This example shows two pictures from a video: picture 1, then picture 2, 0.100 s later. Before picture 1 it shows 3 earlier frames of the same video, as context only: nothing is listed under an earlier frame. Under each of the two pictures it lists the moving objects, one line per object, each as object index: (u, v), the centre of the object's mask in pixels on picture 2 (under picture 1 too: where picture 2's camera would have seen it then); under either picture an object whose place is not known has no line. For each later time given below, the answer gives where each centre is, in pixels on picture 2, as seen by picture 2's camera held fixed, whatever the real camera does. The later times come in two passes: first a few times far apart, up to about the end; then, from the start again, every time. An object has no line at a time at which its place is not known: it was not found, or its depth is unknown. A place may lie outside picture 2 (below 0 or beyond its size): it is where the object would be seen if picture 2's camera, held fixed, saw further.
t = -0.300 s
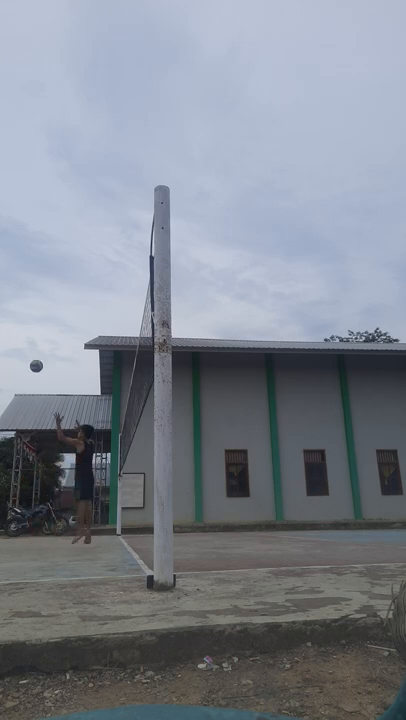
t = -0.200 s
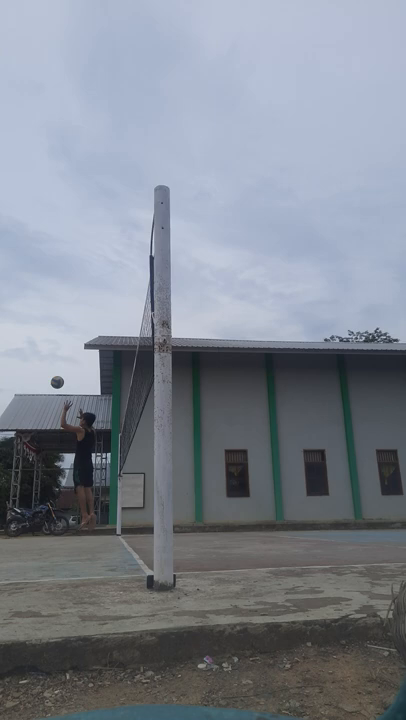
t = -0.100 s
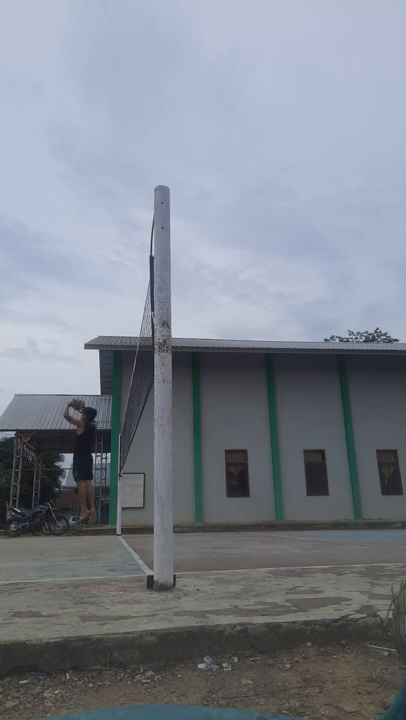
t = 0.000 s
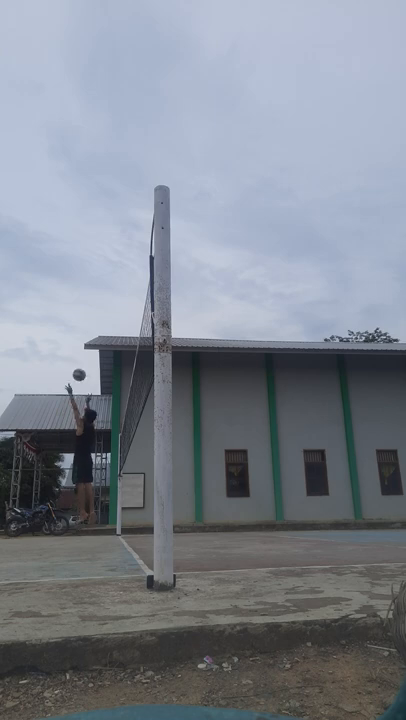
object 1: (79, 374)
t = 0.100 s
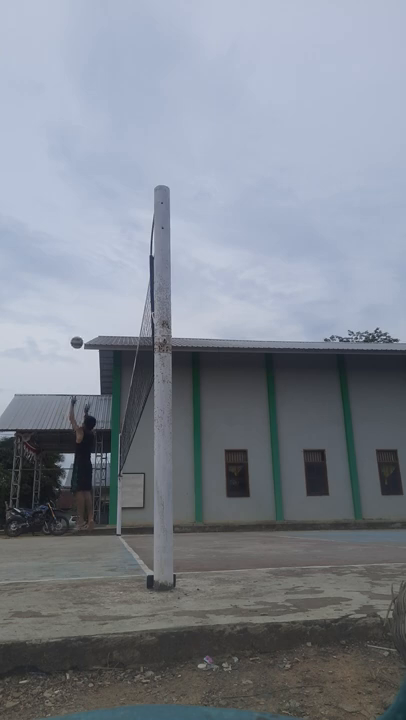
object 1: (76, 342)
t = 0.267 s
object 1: (72, 305)
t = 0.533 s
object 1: (65, 281)
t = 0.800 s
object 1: (56, 292)
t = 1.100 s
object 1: (46, 340)
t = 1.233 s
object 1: (41, 373)
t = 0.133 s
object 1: (75, 333)
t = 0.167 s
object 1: (75, 325)
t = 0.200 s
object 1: (74, 317)
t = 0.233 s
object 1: (73, 311)
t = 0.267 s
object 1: (72, 305)
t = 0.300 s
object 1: (71, 300)
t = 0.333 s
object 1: (70, 295)
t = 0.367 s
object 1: (69, 292)
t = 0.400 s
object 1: (69, 288)
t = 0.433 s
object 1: (67, 286)
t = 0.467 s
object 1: (67, 284)
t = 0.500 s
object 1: (66, 282)
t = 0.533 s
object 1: (65, 281)
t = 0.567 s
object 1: (64, 281)
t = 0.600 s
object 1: (63, 281)
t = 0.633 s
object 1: (62, 281)
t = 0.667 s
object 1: (61, 283)
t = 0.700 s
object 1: (59, 285)
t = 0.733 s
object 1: (59, 286)
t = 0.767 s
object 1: (57, 289)
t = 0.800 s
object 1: (56, 292)
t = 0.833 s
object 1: (55, 295)
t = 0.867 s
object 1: (54, 299)
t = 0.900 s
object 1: (53, 304)
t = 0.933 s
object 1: (52, 309)
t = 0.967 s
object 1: (51, 314)
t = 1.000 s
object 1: (50, 320)
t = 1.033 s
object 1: (49, 326)
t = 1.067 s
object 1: (47, 333)
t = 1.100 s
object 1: (46, 340)
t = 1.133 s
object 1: (45, 348)
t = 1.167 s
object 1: (43, 356)
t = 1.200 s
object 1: (42, 364)
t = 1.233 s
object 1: (41, 373)
